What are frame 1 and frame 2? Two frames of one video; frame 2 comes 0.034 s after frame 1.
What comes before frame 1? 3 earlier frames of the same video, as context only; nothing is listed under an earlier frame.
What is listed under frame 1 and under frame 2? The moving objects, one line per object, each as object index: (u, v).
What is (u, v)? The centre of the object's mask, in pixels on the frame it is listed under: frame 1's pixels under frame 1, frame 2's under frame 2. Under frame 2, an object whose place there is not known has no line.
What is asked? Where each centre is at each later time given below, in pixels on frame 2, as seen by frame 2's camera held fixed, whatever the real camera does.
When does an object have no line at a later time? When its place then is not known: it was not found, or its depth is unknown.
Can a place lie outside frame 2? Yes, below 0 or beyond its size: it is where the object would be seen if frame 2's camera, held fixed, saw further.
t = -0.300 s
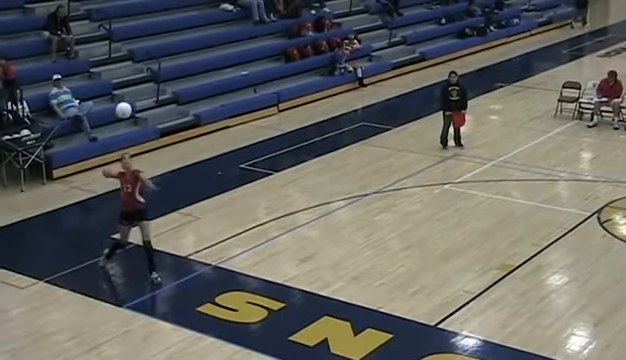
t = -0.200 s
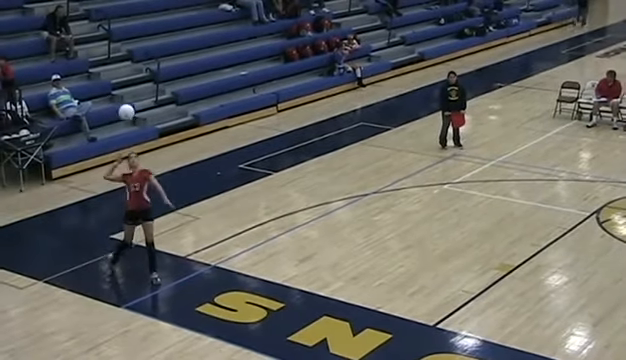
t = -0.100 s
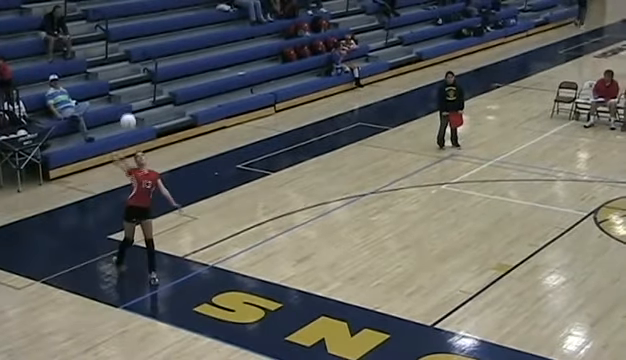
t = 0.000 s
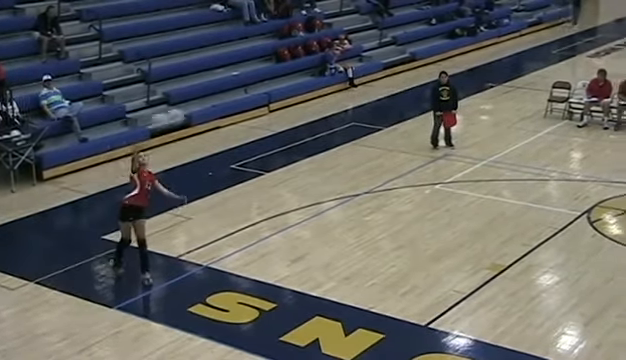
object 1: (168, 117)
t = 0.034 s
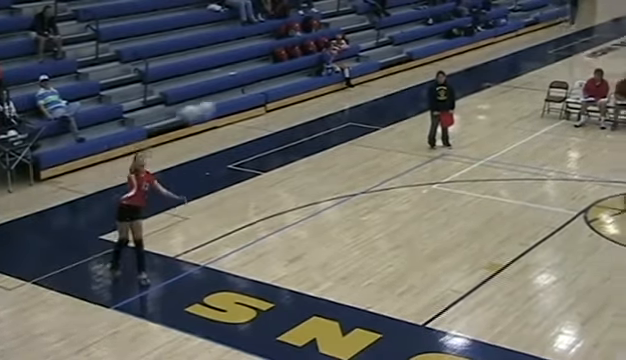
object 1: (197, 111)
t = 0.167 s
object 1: (347, 82)
